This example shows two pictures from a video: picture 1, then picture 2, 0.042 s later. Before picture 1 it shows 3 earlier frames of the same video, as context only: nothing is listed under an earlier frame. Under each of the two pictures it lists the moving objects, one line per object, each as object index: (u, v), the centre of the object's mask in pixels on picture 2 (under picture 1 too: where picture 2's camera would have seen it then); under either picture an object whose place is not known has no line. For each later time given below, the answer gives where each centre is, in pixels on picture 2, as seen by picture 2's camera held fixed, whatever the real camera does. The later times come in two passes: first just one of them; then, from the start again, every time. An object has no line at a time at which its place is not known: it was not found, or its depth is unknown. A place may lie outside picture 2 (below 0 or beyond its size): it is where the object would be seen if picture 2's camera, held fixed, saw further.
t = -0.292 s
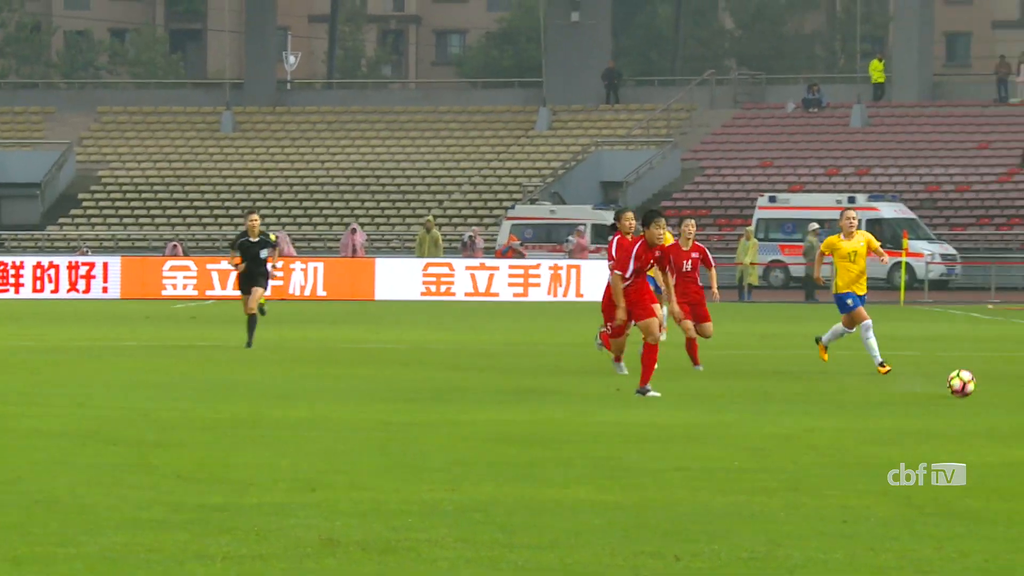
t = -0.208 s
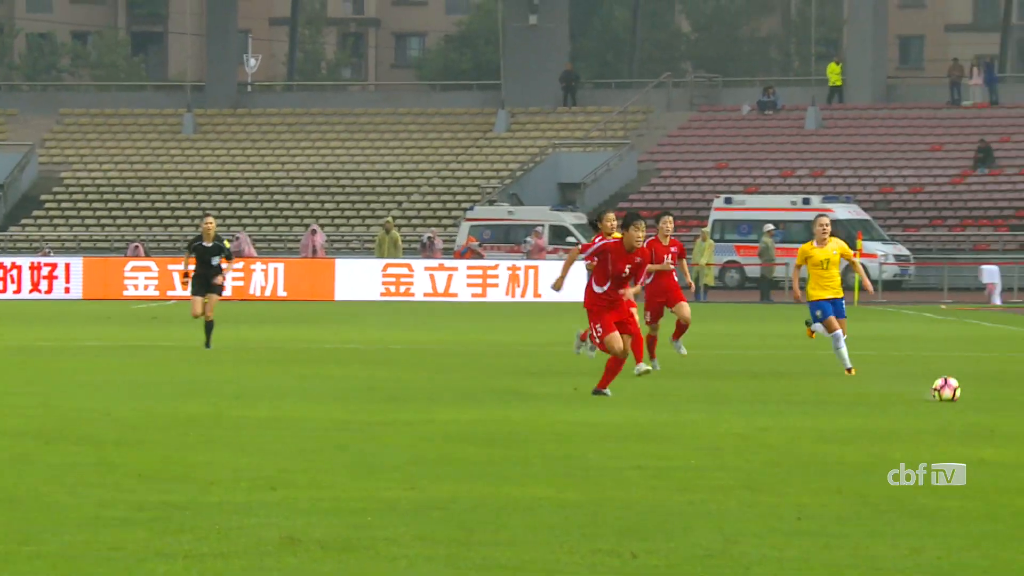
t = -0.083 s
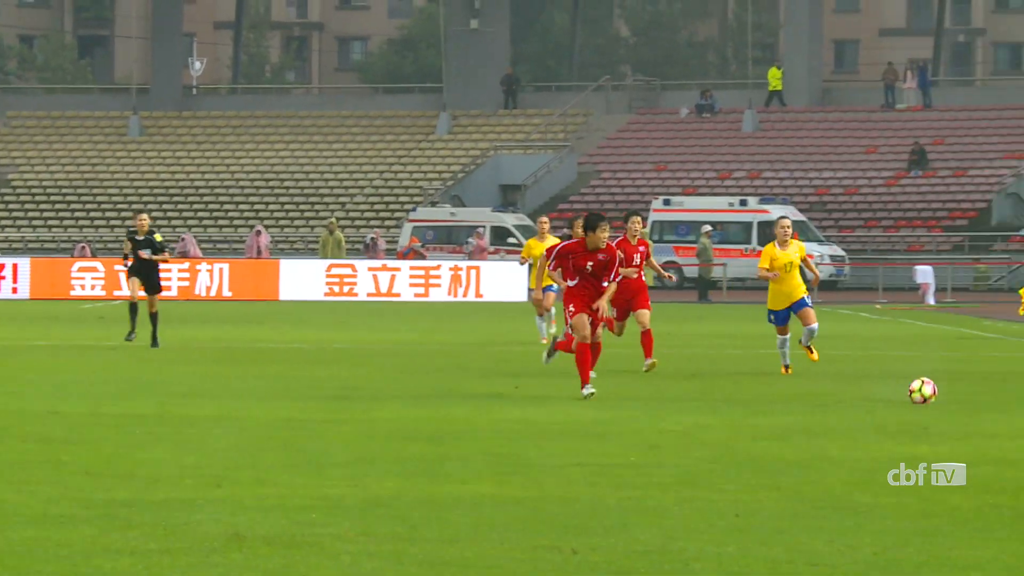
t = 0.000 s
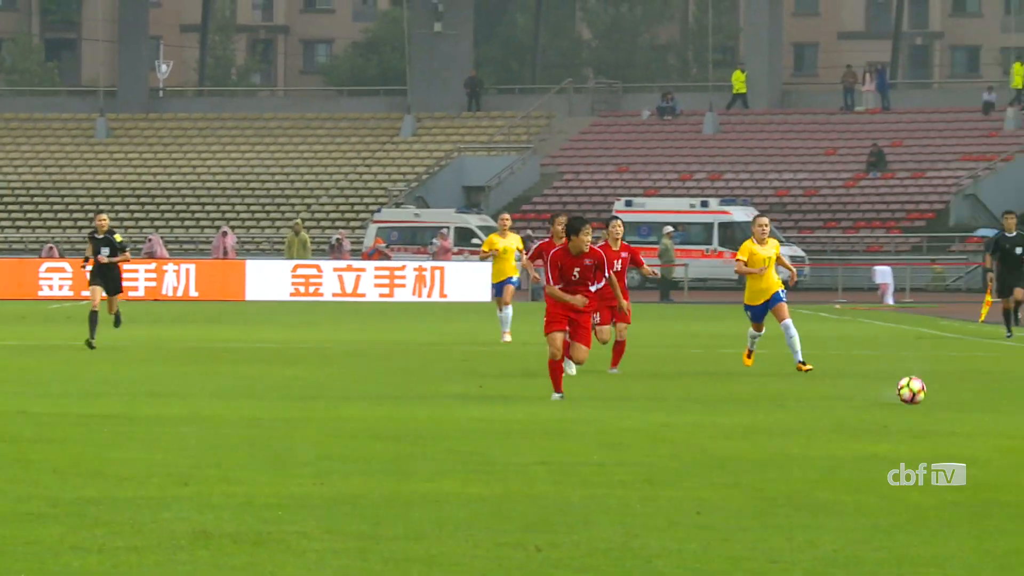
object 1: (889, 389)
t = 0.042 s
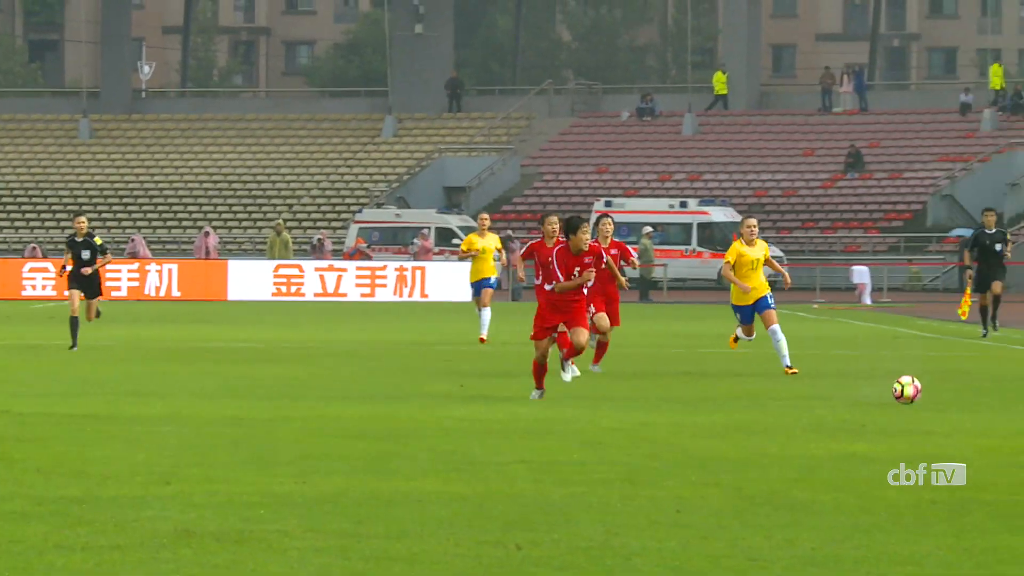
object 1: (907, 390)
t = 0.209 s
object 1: (967, 396)
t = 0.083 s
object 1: (919, 391)
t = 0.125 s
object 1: (937, 396)
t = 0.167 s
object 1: (949, 396)
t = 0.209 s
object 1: (967, 396)
